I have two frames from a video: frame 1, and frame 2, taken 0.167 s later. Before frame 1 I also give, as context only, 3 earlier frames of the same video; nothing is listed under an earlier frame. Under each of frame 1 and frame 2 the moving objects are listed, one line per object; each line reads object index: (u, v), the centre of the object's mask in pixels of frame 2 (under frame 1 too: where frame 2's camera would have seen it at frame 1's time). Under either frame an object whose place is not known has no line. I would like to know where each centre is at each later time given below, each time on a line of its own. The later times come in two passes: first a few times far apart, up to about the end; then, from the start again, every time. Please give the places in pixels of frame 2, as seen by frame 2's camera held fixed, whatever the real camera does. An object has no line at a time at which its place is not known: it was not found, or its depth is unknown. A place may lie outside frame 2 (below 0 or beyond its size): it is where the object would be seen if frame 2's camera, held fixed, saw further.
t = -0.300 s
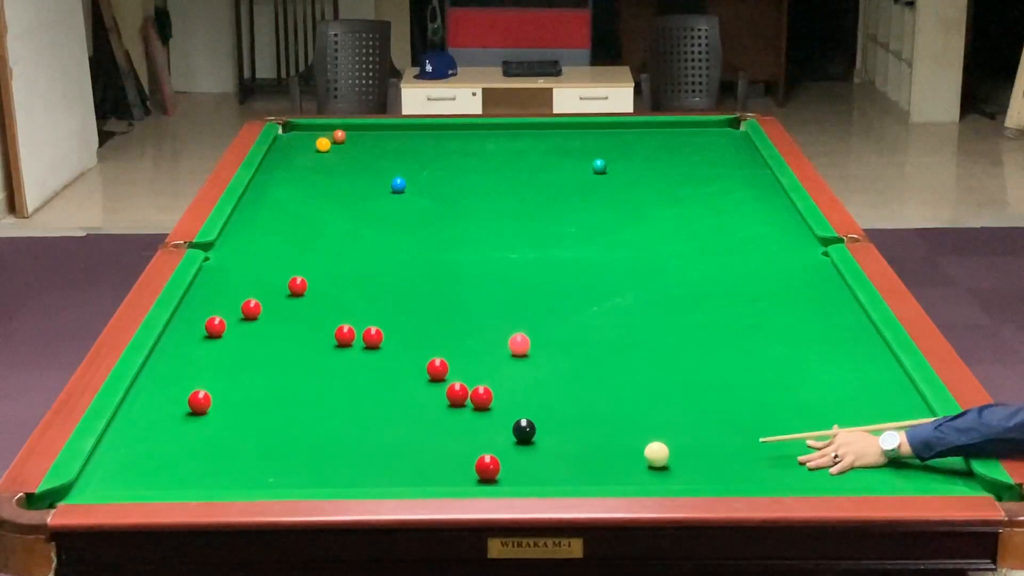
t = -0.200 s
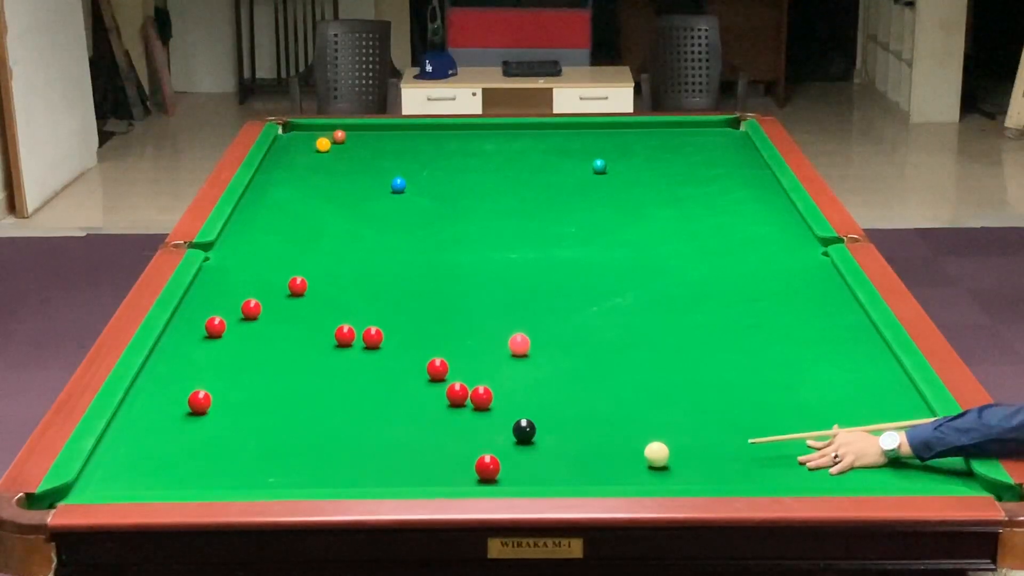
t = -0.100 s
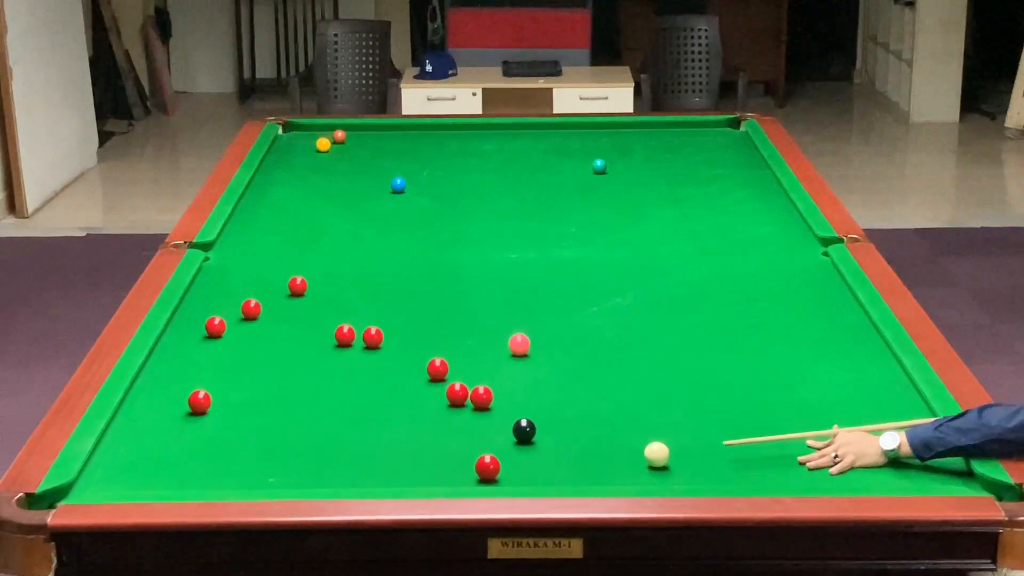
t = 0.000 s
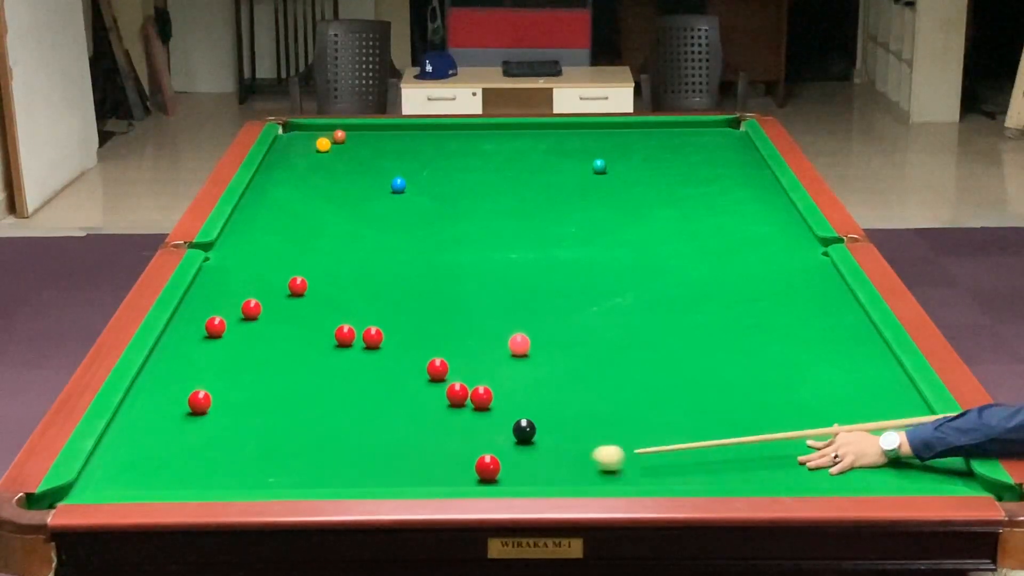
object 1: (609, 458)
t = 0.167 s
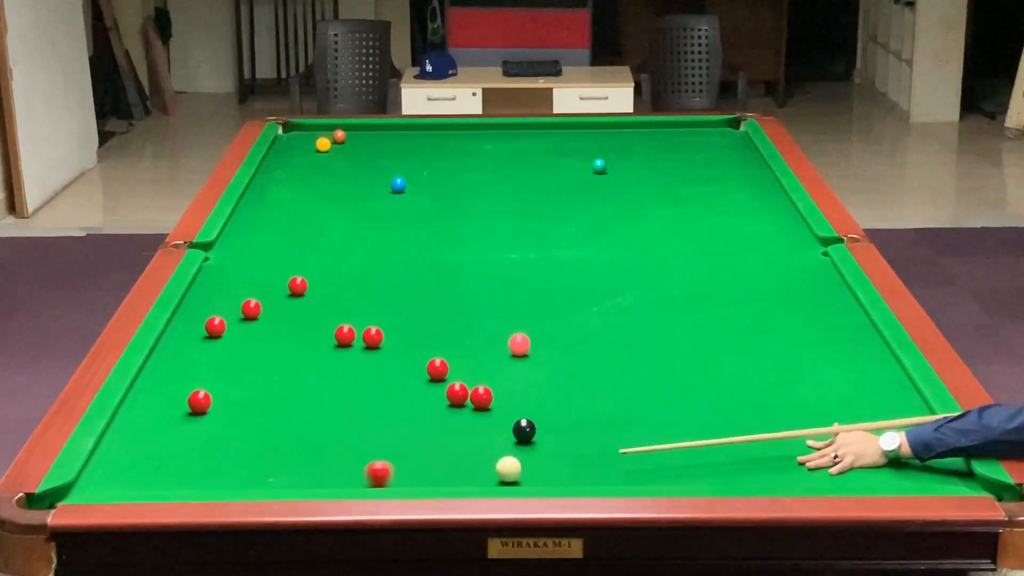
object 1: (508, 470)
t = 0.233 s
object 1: (498, 472)
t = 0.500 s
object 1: (419, 480)
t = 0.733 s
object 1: (354, 481)
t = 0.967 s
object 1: (297, 478)
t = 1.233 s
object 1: (236, 476)
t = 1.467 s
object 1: (186, 471)
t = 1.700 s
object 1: (139, 467)
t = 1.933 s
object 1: (100, 462)
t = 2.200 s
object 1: (138, 457)
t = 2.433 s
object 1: (168, 453)
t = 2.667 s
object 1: (197, 450)
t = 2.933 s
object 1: (225, 446)
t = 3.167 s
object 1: (248, 444)
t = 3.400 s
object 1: (269, 441)
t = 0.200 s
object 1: (504, 470)
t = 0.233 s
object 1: (498, 472)
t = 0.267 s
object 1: (491, 473)
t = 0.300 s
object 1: (483, 474)
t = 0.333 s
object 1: (473, 475)
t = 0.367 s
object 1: (462, 476)
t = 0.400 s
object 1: (451, 477)
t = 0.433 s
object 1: (440, 478)
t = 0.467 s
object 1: (429, 479)
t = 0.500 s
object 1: (419, 480)
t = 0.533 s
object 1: (408, 481)
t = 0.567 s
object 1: (397, 482)
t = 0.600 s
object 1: (387, 483)
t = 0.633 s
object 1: (378, 483)
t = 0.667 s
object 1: (370, 482)
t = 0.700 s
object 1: (362, 481)
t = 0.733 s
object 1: (354, 481)
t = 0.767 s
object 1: (346, 481)
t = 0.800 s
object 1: (337, 480)
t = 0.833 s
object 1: (329, 480)
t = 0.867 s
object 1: (321, 479)
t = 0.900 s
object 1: (313, 479)
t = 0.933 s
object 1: (305, 479)
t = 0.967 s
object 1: (297, 478)
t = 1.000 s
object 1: (289, 478)
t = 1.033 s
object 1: (282, 478)
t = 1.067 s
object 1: (274, 477)
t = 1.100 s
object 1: (266, 477)
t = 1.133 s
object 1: (259, 477)
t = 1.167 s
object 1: (251, 476)
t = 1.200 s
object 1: (244, 476)
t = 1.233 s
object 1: (236, 476)
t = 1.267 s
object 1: (229, 475)
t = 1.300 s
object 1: (222, 474)
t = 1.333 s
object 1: (214, 474)
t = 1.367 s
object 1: (207, 473)
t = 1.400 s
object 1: (200, 472)
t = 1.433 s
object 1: (193, 472)
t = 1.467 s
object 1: (186, 471)
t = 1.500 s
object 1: (179, 470)
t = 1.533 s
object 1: (172, 469)
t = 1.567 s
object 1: (165, 469)
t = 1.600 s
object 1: (158, 469)
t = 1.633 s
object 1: (152, 468)
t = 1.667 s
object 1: (145, 467)
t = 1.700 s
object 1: (139, 467)
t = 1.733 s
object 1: (132, 466)
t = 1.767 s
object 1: (125, 466)
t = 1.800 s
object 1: (119, 465)
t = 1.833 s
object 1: (113, 464)
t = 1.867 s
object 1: (106, 464)
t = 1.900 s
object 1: (100, 463)
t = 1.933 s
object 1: (100, 462)
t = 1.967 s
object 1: (105, 462)
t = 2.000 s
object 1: (110, 461)
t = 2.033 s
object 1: (115, 461)
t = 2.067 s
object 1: (119, 460)
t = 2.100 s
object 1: (124, 460)
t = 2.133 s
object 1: (129, 459)
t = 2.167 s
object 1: (133, 458)
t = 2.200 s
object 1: (138, 457)
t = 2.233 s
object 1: (143, 457)
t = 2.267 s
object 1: (147, 456)
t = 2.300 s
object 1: (151, 456)
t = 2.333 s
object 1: (156, 455)
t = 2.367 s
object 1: (160, 454)
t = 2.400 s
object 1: (164, 454)
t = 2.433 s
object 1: (168, 453)
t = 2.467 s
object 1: (172, 453)
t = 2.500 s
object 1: (177, 452)
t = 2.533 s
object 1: (181, 452)
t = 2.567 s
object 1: (185, 451)
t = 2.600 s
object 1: (189, 451)
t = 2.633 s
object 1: (193, 450)
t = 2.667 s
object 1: (197, 450)
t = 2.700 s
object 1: (200, 449)
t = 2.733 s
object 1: (204, 449)
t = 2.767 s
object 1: (207, 448)
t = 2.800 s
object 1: (211, 448)
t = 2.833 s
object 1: (215, 447)
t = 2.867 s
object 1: (219, 447)
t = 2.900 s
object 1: (222, 447)
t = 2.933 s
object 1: (225, 446)
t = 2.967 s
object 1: (229, 445)
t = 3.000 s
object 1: (232, 445)
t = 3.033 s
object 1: (235, 445)
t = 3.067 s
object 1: (239, 444)
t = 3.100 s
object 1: (242, 444)
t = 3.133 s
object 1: (245, 444)
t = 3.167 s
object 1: (248, 444)
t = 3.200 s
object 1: (251, 443)
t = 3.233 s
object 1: (254, 443)
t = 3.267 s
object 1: (258, 442)
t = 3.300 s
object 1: (260, 442)
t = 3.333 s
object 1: (263, 442)
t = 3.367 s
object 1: (266, 441)
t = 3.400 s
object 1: (269, 441)
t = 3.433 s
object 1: (271, 441)
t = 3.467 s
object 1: (275, 440)
